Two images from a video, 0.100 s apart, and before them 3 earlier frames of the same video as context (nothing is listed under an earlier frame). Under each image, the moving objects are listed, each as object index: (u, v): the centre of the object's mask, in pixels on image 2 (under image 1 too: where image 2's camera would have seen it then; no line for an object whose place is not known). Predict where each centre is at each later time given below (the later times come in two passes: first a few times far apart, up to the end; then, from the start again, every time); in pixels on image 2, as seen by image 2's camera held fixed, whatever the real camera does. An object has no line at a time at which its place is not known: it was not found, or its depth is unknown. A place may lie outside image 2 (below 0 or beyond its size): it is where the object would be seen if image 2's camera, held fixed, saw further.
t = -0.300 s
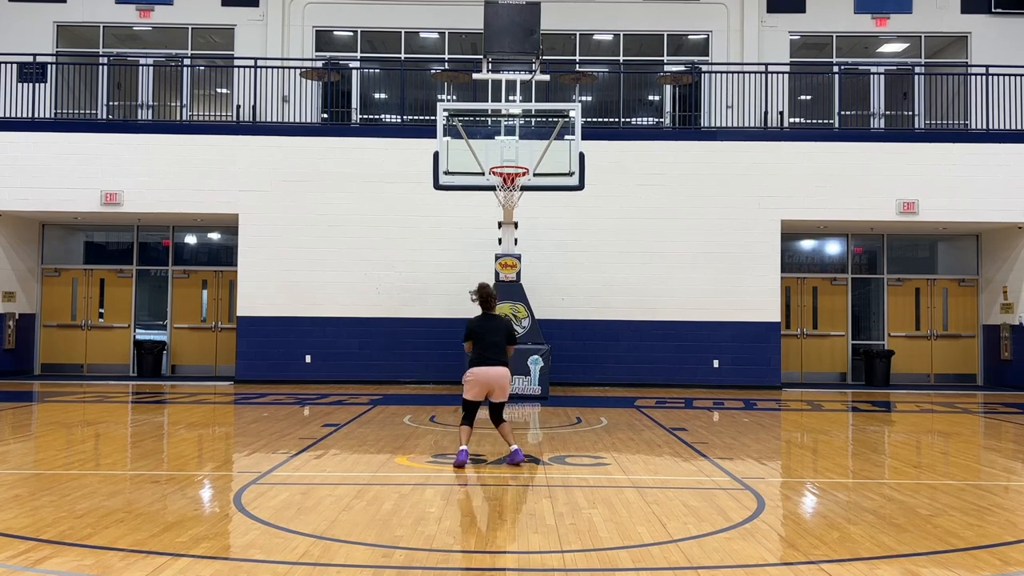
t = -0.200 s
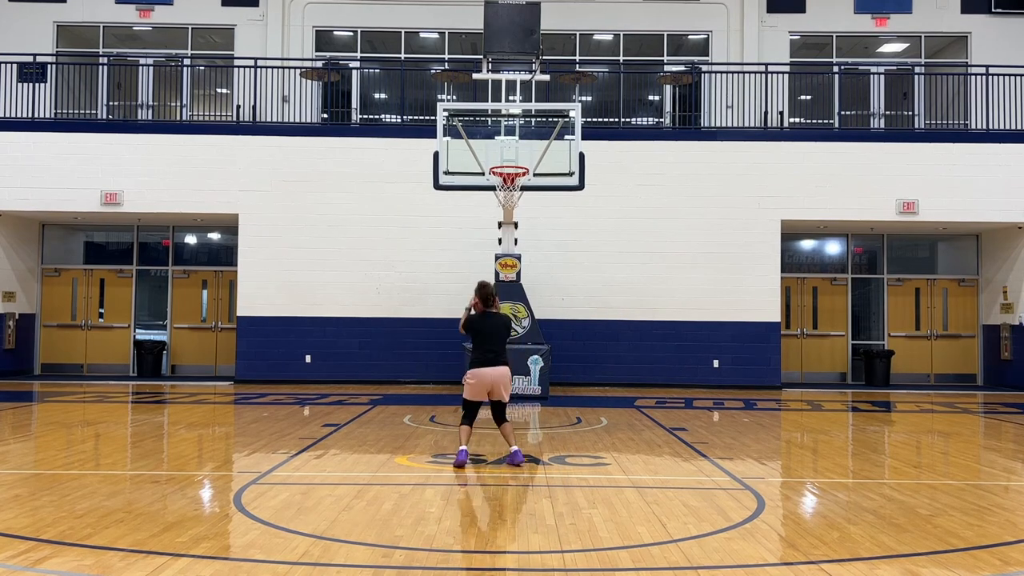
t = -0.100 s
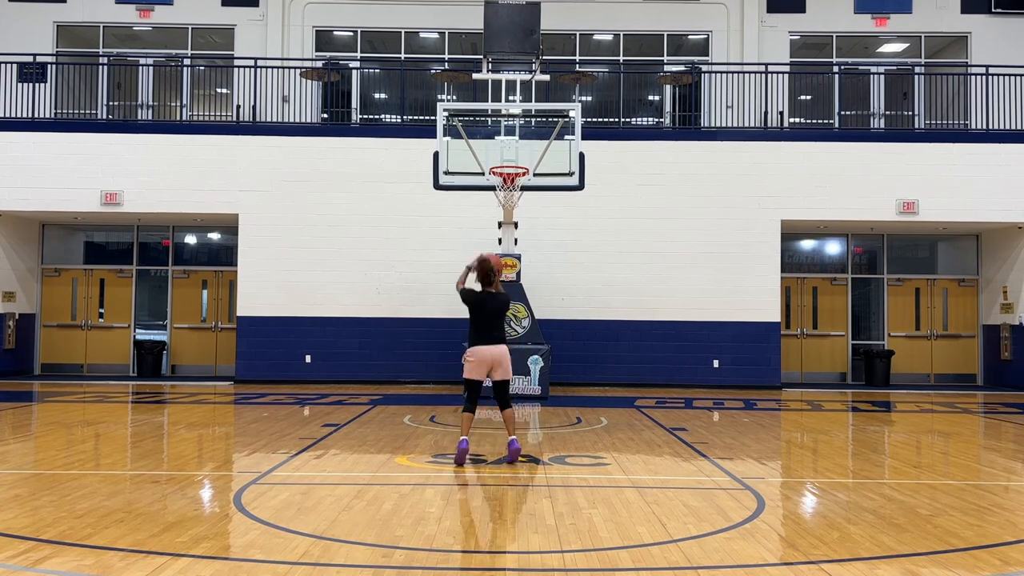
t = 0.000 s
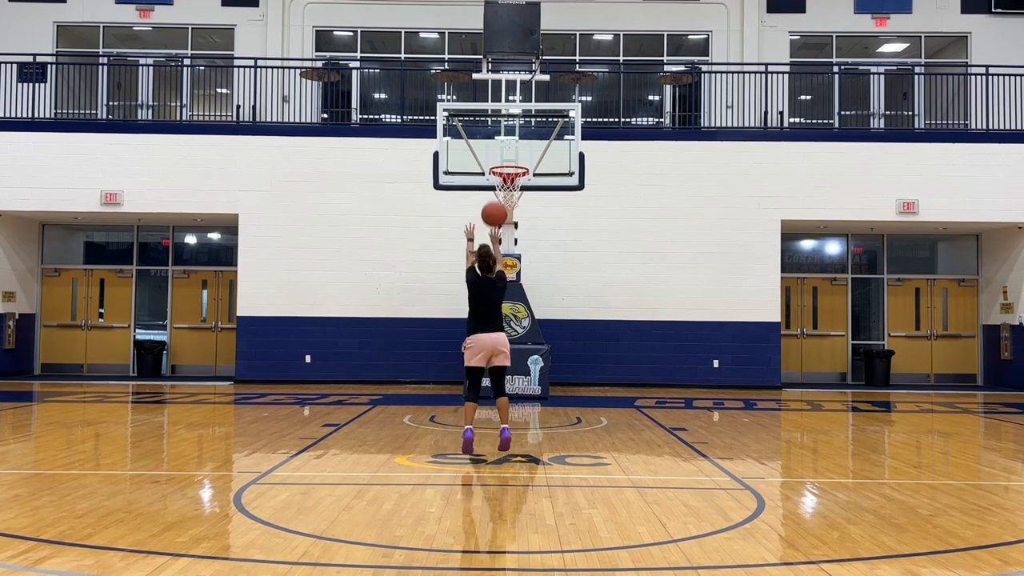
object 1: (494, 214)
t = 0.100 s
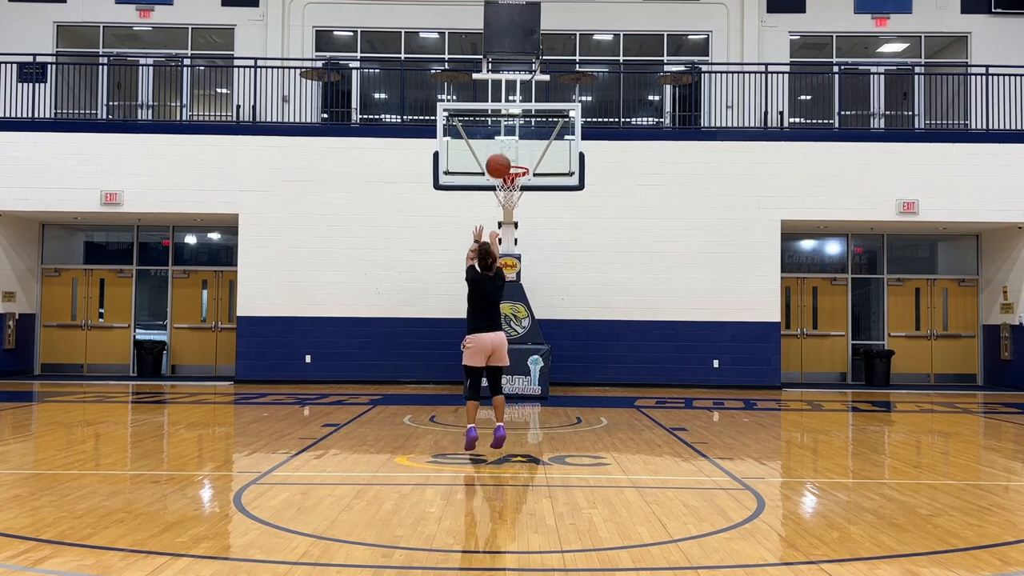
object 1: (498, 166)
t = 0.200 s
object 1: (501, 131)
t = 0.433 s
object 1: (509, 95)
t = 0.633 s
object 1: (515, 106)
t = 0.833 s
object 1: (519, 148)
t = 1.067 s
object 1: (487, 158)
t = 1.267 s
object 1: (447, 179)
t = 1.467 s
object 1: (408, 230)
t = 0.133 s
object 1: (499, 153)
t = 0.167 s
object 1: (500, 141)
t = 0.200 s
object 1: (501, 131)
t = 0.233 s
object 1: (503, 123)
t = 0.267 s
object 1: (504, 115)
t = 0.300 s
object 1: (505, 109)
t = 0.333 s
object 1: (506, 104)
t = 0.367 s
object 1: (507, 100)
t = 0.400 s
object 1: (508, 97)
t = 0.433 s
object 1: (509, 95)
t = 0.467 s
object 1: (510, 95)
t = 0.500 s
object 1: (511, 95)
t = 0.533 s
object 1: (512, 97)
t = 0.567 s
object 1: (513, 99)
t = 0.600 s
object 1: (514, 103)
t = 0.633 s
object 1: (515, 106)
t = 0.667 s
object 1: (516, 111)
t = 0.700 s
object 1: (517, 117)
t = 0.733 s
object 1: (517, 124)
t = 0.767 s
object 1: (518, 131)
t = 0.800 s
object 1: (518, 139)
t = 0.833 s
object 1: (519, 148)
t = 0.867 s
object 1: (520, 157)
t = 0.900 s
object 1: (520, 161)
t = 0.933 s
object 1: (513, 160)
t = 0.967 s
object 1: (506, 158)
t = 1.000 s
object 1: (500, 157)
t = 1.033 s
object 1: (493, 157)
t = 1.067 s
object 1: (487, 158)
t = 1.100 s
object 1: (480, 159)
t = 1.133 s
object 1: (474, 161)
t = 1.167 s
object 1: (467, 164)
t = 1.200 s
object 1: (461, 168)
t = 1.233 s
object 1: (454, 173)
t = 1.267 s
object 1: (447, 179)
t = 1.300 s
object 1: (441, 185)
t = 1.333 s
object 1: (434, 192)
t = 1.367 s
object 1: (427, 200)
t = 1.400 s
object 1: (421, 209)
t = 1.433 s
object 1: (414, 219)
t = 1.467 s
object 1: (408, 230)
